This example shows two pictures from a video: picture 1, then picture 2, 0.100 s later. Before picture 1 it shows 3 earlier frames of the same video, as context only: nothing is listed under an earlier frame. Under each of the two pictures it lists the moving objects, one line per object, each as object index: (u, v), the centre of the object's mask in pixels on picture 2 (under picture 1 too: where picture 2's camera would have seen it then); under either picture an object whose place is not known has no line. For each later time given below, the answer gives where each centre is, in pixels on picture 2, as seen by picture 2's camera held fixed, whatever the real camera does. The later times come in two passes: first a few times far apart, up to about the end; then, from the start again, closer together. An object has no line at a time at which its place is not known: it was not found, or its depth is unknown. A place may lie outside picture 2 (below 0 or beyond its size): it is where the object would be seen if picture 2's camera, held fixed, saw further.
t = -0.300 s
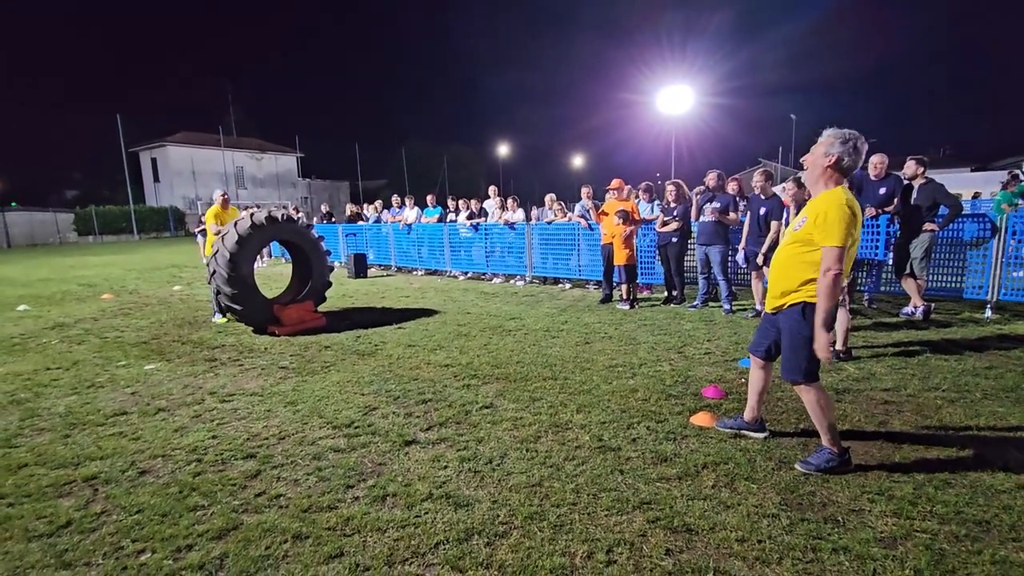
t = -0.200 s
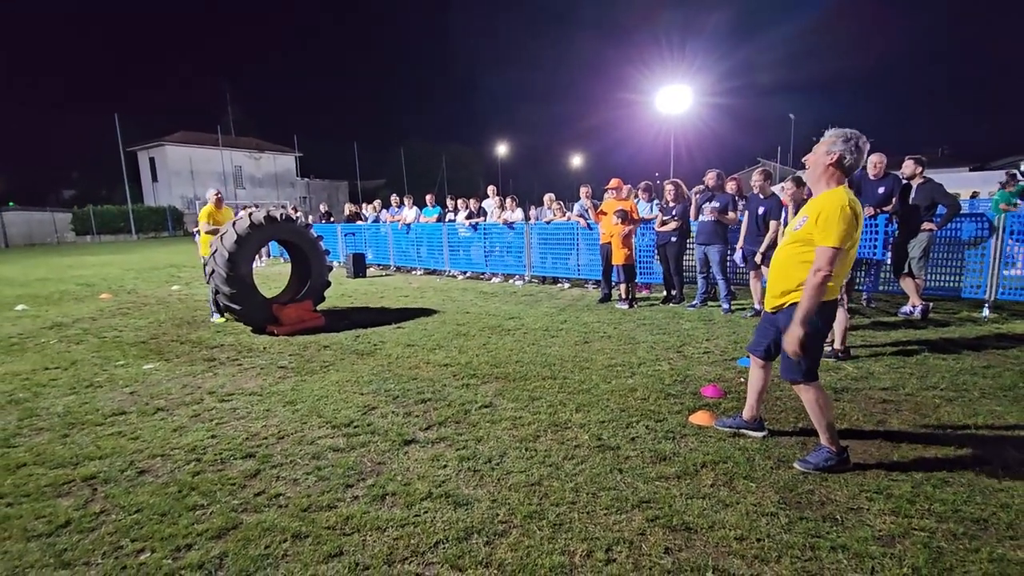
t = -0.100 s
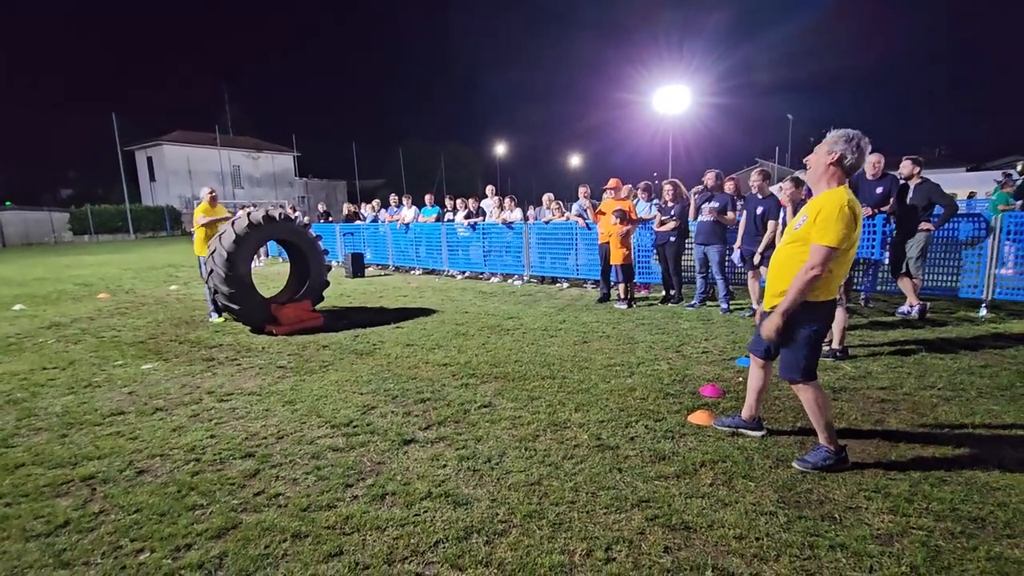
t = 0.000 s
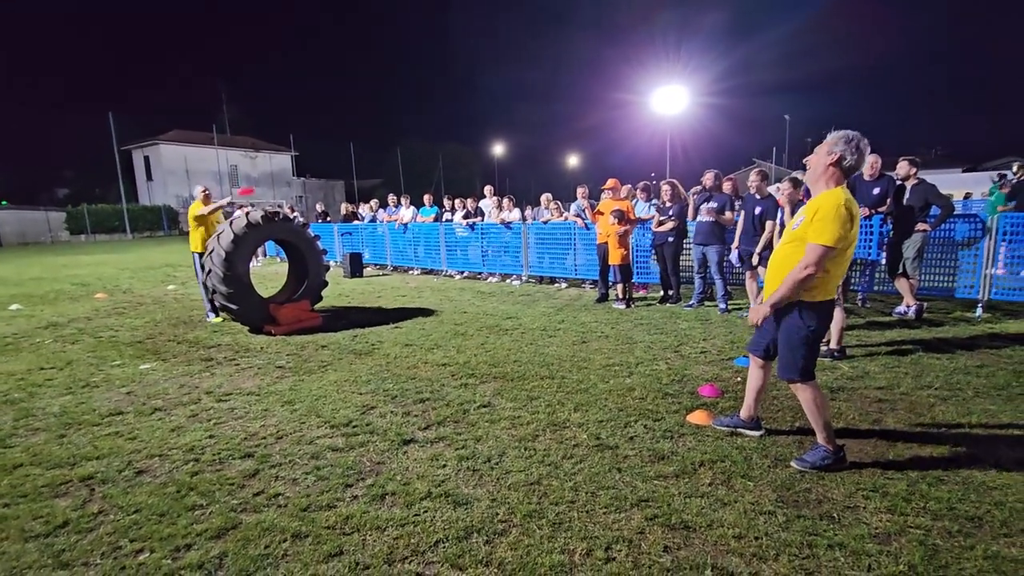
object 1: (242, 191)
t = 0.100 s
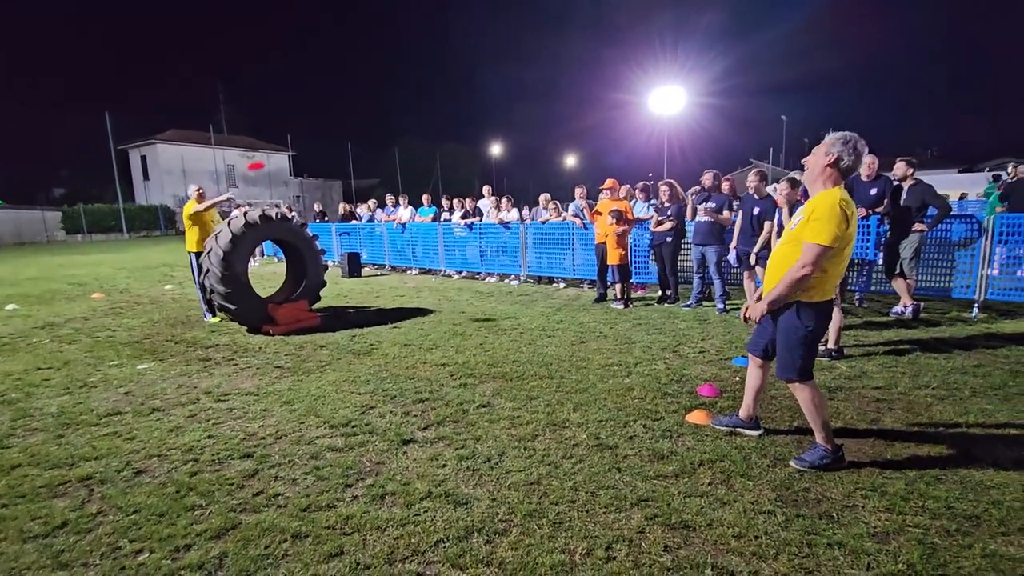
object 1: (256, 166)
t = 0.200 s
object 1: (271, 145)
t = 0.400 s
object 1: (311, 114)
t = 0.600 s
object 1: (361, 91)
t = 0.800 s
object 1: (427, 79)
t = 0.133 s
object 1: (260, 157)
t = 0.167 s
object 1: (266, 151)
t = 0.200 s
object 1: (271, 145)
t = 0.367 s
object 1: (304, 119)
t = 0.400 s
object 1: (311, 114)
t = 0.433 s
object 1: (318, 110)
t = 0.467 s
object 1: (326, 105)
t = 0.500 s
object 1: (334, 101)
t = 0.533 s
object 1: (342, 98)
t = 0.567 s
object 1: (352, 94)
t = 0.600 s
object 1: (361, 91)
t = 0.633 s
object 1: (370, 88)
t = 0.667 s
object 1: (380, 86)
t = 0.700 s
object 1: (391, 83)
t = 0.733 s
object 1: (402, 81)
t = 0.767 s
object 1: (414, 80)
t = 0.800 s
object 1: (427, 79)
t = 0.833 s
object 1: (441, 78)
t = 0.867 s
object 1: (454, 78)
